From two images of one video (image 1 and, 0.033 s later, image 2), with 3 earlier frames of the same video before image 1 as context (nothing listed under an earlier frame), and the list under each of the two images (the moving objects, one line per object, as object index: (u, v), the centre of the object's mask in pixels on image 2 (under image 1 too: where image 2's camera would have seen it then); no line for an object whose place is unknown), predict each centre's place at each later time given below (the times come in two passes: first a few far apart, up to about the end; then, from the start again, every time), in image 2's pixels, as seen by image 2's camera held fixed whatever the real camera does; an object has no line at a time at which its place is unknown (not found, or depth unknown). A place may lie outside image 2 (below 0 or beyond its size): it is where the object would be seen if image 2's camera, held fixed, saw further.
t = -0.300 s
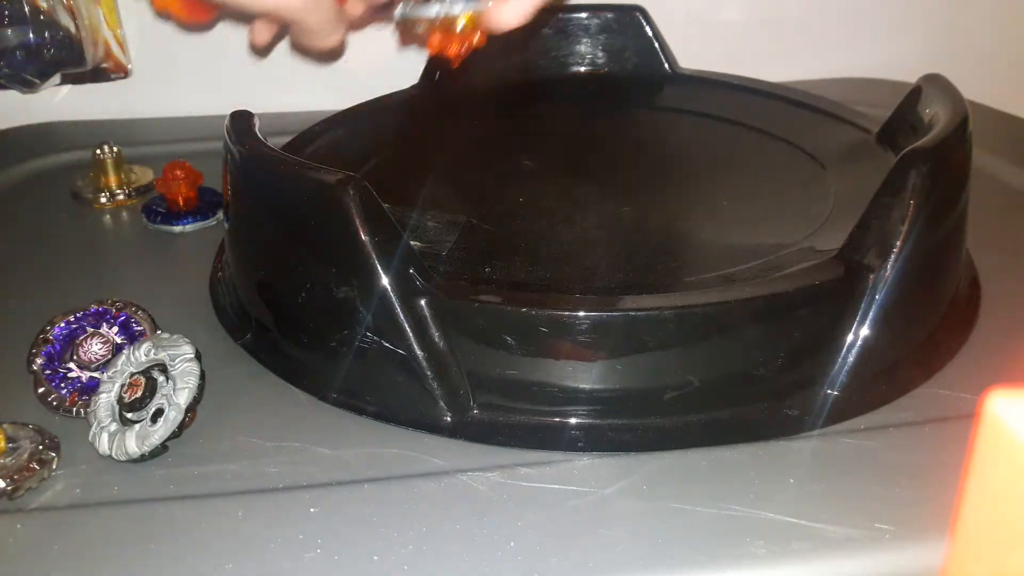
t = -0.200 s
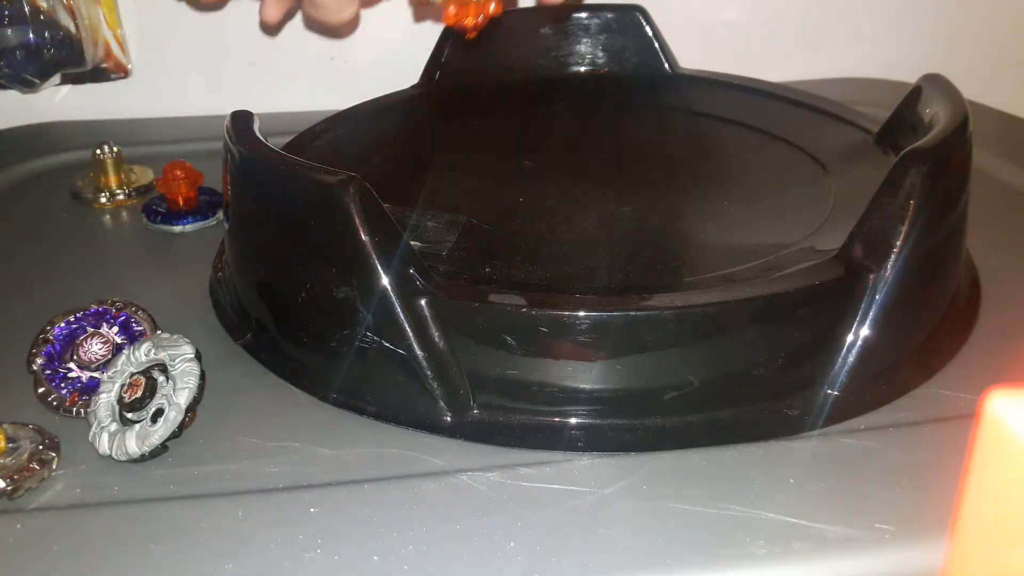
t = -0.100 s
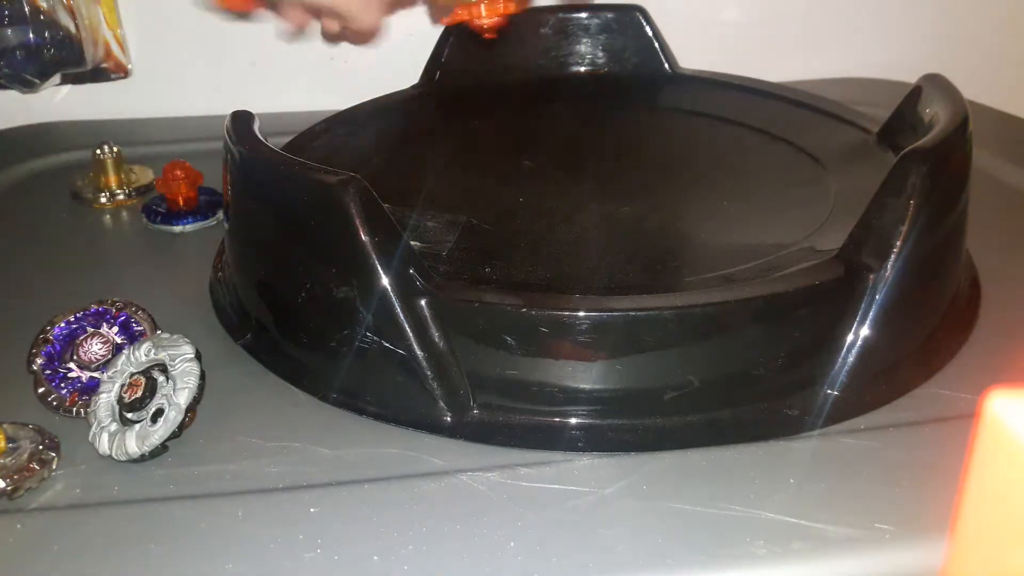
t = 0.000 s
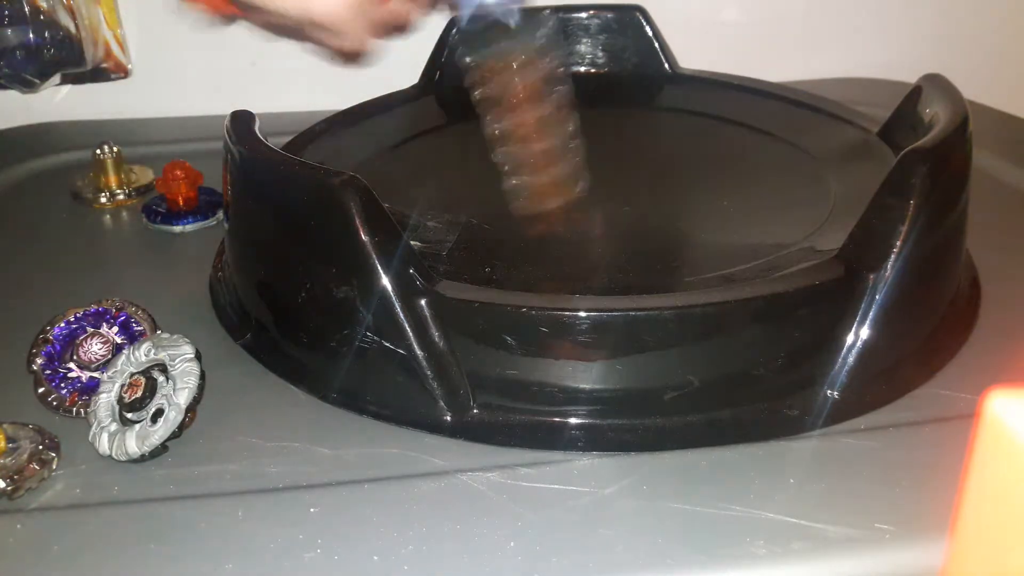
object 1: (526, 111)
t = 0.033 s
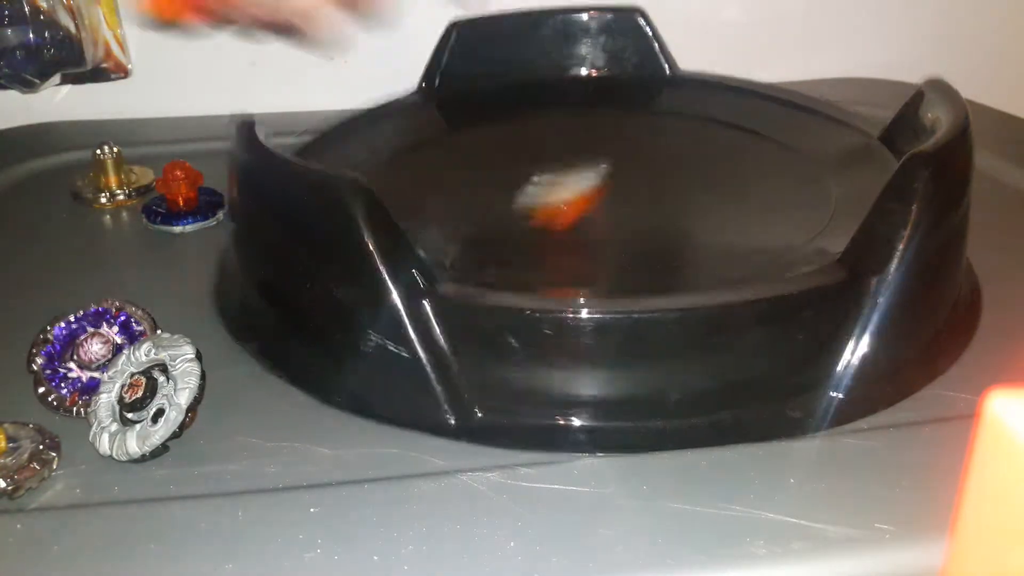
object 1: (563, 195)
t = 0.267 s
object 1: (627, 74)
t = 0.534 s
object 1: (555, 216)
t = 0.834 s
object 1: (602, 244)
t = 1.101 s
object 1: (646, 236)
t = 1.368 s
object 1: (604, 222)
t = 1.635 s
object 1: (512, 195)
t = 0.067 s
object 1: (581, 160)
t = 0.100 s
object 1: (597, 124)
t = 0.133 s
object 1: (610, 92)
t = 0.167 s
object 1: (621, 68)
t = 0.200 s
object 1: (626, 55)
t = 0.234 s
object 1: (628, 59)
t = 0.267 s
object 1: (627, 74)
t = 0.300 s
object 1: (625, 89)
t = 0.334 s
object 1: (622, 109)
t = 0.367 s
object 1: (616, 130)
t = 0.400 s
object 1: (606, 155)
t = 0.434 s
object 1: (593, 175)
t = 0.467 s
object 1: (579, 191)
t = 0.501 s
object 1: (565, 206)
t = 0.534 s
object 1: (555, 216)
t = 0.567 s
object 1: (550, 221)
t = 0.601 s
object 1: (550, 225)
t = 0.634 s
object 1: (554, 228)
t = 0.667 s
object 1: (559, 233)
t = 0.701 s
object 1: (567, 234)
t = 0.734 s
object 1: (578, 237)
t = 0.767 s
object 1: (587, 239)
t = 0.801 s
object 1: (594, 242)
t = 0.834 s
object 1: (602, 244)
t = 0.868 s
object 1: (611, 244)
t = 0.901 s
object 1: (623, 245)
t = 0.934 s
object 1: (634, 243)
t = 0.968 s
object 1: (643, 243)
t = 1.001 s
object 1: (649, 240)
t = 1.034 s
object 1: (651, 238)
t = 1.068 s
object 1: (651, 237)
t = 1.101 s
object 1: (646, 236)
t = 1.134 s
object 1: (640, 235)
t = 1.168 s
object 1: (636, 235)
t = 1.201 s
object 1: (632, 233)
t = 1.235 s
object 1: (628, 231)
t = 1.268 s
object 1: (623, 228)
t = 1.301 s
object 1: (617, 226)
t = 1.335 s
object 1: (611, 225)
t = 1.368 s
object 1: (604, 222)
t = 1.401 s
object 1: (597, 220)
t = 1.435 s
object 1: (588, 217)
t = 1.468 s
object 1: (577, 214)
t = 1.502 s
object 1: (566, 210)
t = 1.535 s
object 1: (554, 207)
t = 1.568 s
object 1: (540, 203)
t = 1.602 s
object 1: (526, 199)
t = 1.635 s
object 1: (512, 195)
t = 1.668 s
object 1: (499, 191)
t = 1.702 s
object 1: (486, 187)
